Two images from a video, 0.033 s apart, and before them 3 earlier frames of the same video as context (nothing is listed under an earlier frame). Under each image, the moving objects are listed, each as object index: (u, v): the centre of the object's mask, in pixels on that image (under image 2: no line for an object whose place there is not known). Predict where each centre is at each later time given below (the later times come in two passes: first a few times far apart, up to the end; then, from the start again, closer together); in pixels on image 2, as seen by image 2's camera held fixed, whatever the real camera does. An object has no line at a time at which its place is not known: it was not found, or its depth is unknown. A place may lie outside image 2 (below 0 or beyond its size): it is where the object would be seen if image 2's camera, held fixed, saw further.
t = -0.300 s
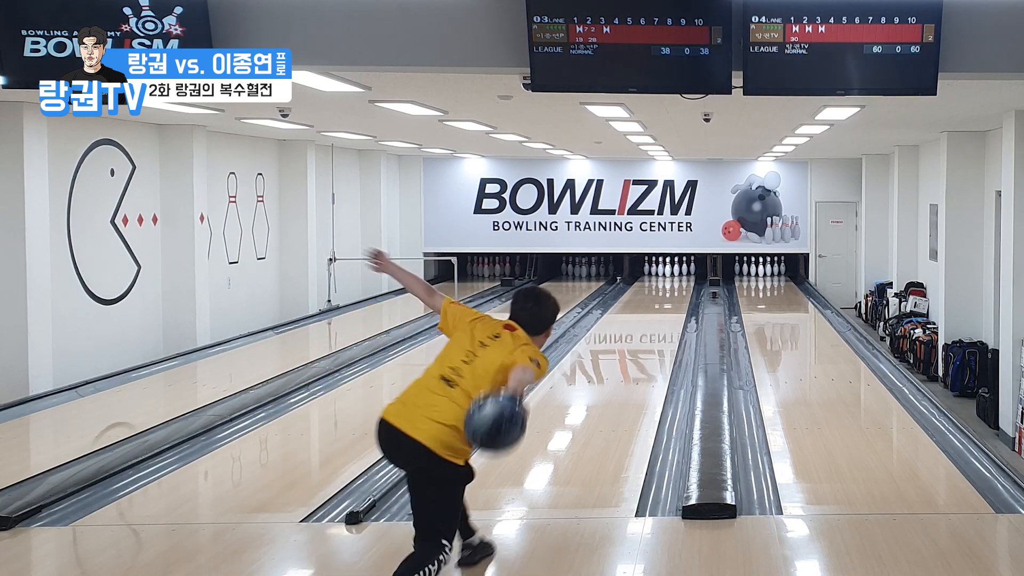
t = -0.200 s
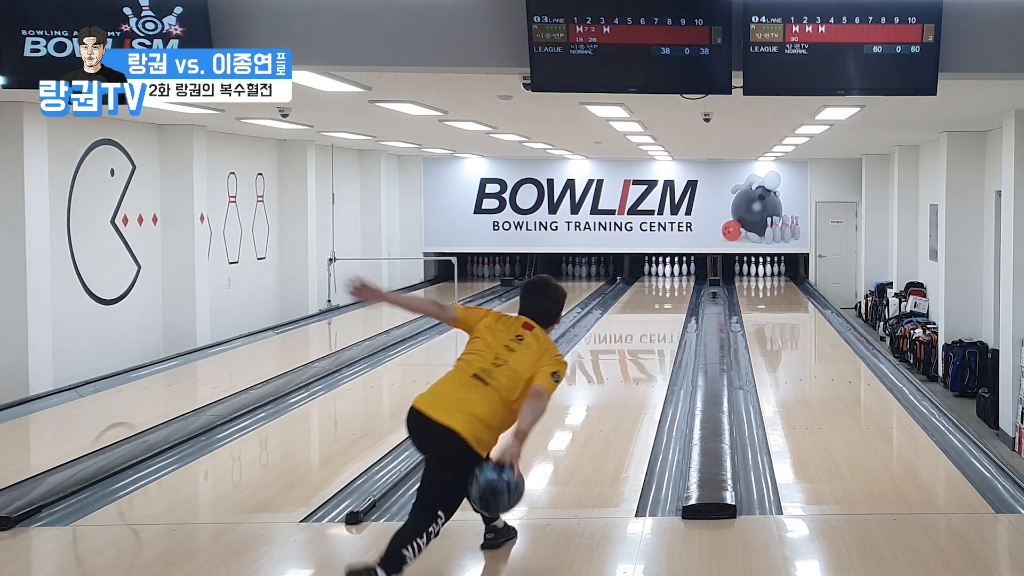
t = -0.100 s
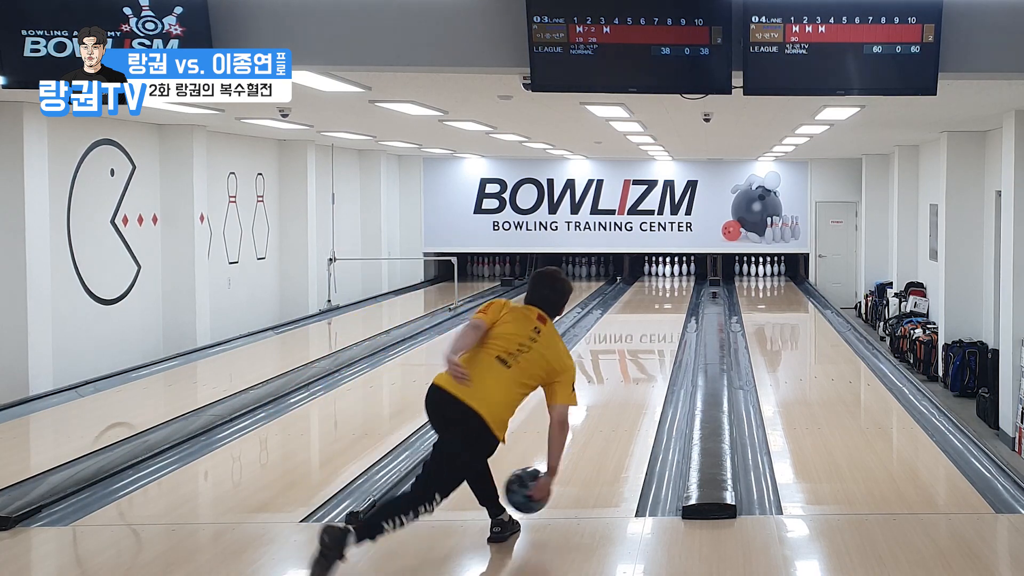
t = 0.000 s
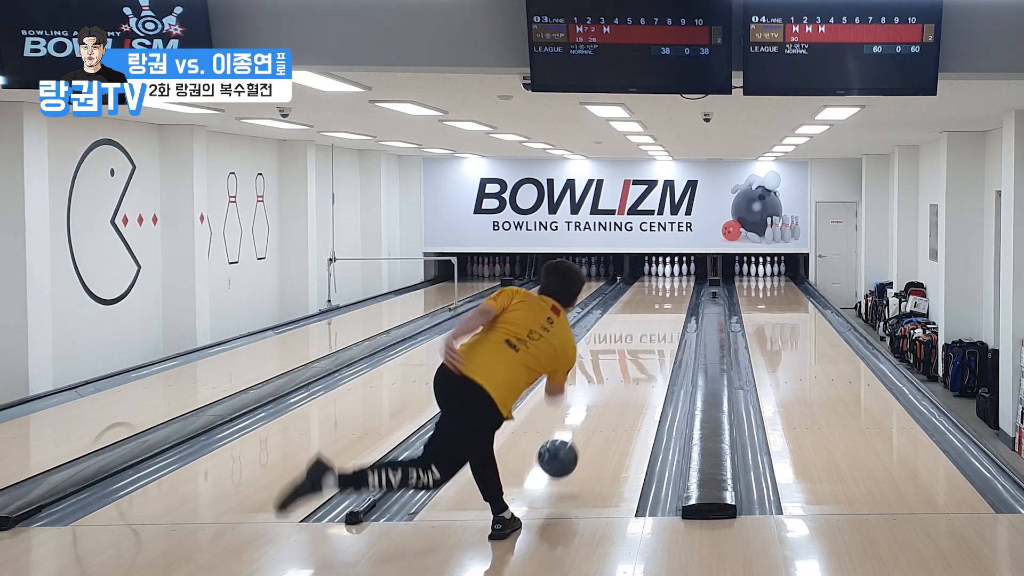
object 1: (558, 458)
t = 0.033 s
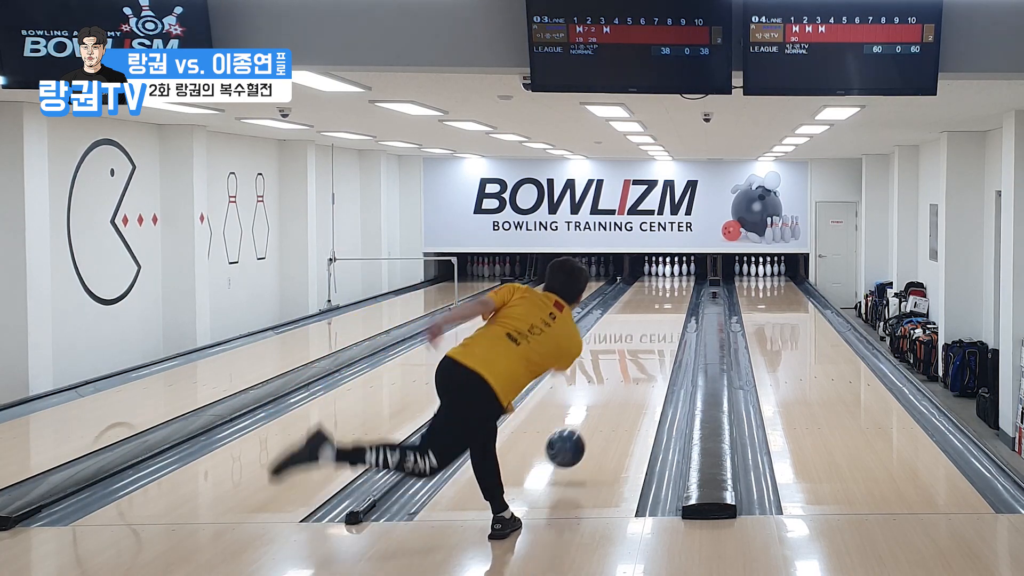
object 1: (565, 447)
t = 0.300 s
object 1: (610, 398)
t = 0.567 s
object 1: (636, 359)
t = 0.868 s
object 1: (654, 330)
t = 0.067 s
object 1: (572, 441)
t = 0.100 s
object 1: (579, 436)
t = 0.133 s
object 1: (585, 434)
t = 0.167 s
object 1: (591, 425)
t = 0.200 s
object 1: (596, 417)
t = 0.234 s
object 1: (601, 410)
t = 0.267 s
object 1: (605, 404)
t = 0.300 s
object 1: (610, 398)
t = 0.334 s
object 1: (613, 392)
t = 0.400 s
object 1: (625, 381)
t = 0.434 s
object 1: (624, 376)
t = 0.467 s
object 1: (627, 371)
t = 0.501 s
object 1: (630, 367)
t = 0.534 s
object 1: (633, 362)
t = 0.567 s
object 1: (636, 359)
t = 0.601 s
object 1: (638, 355)
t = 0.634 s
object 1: (640, 351)
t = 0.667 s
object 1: (642, 348)
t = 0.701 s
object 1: (645, 344)
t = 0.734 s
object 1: (647, 341)
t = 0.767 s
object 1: (649, 338)
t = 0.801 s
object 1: (650, 335)
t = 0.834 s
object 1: (652, 332)
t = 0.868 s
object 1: (654, 330)
